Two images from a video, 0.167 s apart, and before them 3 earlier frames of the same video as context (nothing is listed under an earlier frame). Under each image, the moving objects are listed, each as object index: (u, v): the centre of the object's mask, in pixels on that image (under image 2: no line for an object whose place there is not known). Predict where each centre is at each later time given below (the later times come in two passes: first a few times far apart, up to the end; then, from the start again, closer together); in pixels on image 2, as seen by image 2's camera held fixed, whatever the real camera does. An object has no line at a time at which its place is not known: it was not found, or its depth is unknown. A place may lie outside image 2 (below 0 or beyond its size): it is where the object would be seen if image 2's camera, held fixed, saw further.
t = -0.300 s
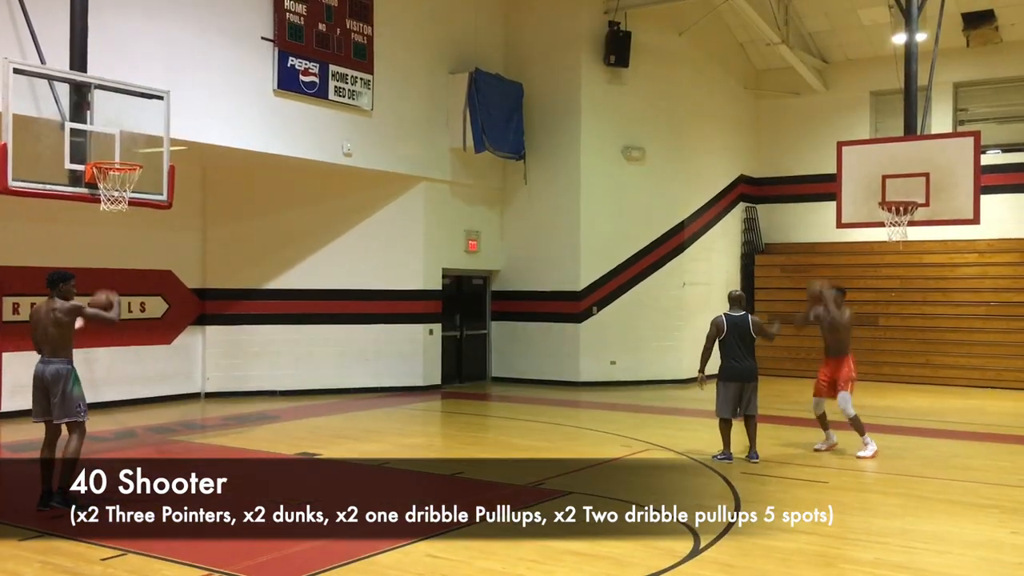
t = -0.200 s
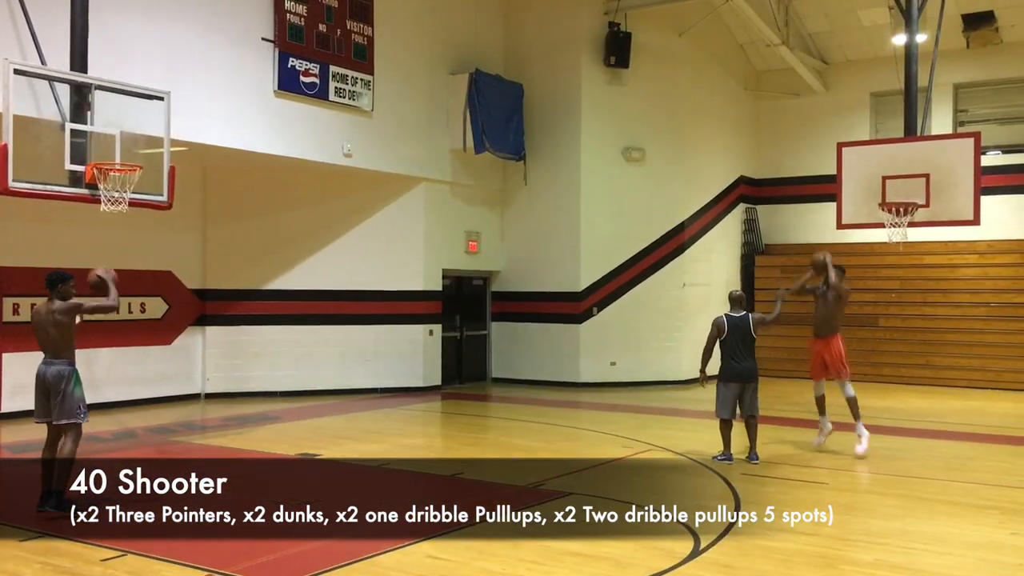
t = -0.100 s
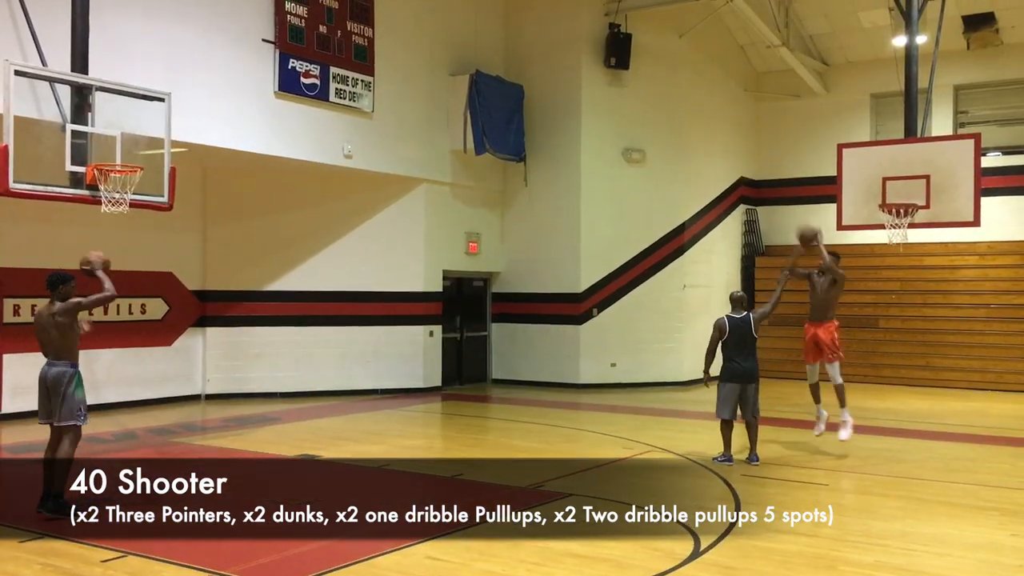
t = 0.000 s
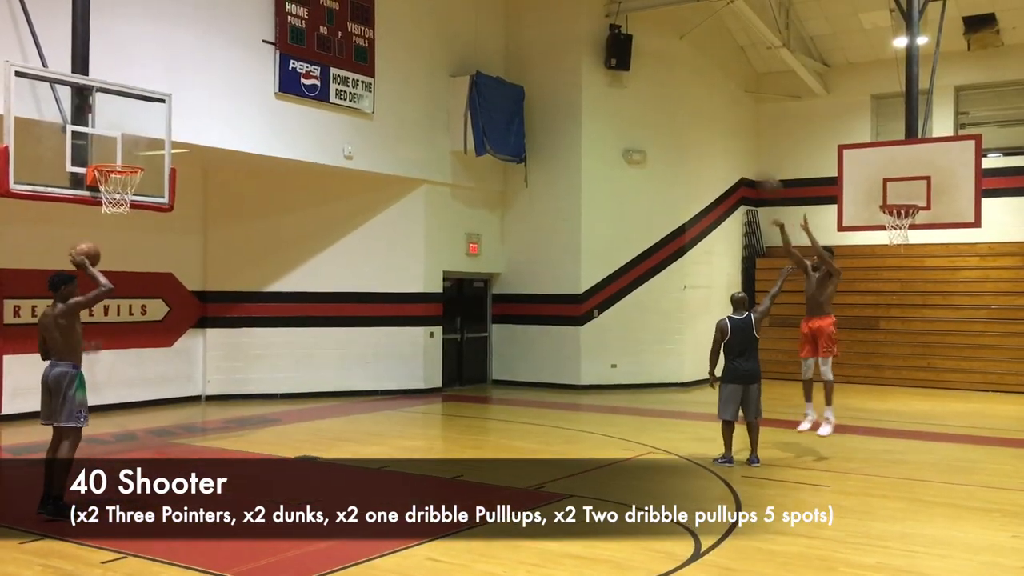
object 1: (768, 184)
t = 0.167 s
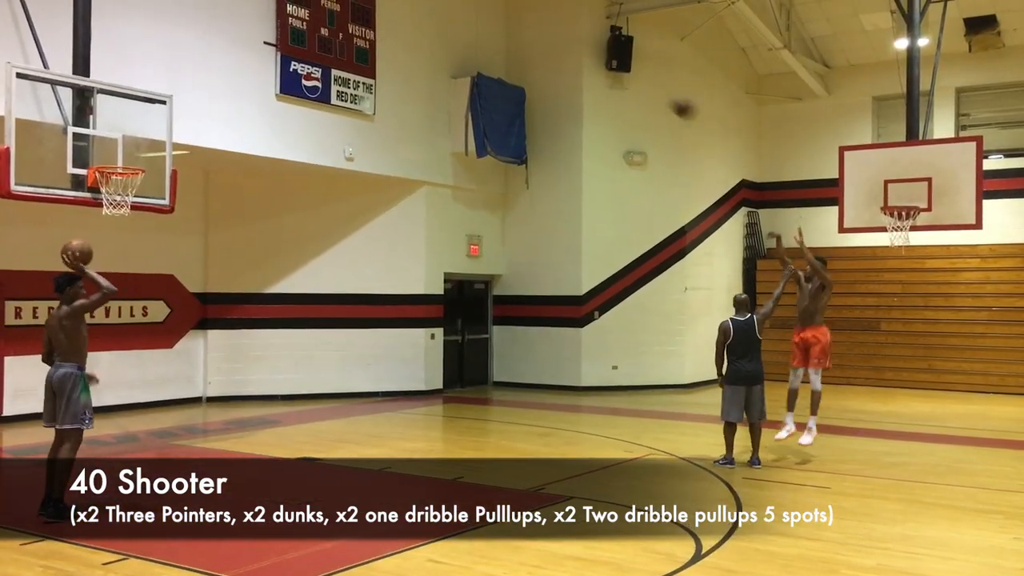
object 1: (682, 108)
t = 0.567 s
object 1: (471, 14)
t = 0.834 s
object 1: (326, 28)
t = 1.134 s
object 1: (153, 139)
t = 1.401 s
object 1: (95, 214)
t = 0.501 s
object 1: (506, 20)
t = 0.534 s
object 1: (489, 16)
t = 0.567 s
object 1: (471, 14)
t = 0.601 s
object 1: (453, 13)
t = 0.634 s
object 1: (435, 13)
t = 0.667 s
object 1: (417, 14)
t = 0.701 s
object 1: (399, 16)
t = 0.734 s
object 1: (381, 18)
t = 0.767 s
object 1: (362, 18)
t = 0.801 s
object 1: (343, 25)
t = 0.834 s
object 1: (326, 28)
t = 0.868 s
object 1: (305, 37)
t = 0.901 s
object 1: (289, 45)
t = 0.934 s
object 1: (267, 59)
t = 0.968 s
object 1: (250, 69)
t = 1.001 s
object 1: (231, 80)
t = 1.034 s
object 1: (212, 93)
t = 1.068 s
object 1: (193, 106)
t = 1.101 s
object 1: (174, 122)
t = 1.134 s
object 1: (153, 139)
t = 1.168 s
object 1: (135, 152)
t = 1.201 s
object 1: (117, 167)
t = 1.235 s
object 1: (102, 184)
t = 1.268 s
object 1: (98, 187)
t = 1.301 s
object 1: (94, 195)
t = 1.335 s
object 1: (94, 199)
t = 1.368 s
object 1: (94, 207)
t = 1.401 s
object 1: (95, 214)
